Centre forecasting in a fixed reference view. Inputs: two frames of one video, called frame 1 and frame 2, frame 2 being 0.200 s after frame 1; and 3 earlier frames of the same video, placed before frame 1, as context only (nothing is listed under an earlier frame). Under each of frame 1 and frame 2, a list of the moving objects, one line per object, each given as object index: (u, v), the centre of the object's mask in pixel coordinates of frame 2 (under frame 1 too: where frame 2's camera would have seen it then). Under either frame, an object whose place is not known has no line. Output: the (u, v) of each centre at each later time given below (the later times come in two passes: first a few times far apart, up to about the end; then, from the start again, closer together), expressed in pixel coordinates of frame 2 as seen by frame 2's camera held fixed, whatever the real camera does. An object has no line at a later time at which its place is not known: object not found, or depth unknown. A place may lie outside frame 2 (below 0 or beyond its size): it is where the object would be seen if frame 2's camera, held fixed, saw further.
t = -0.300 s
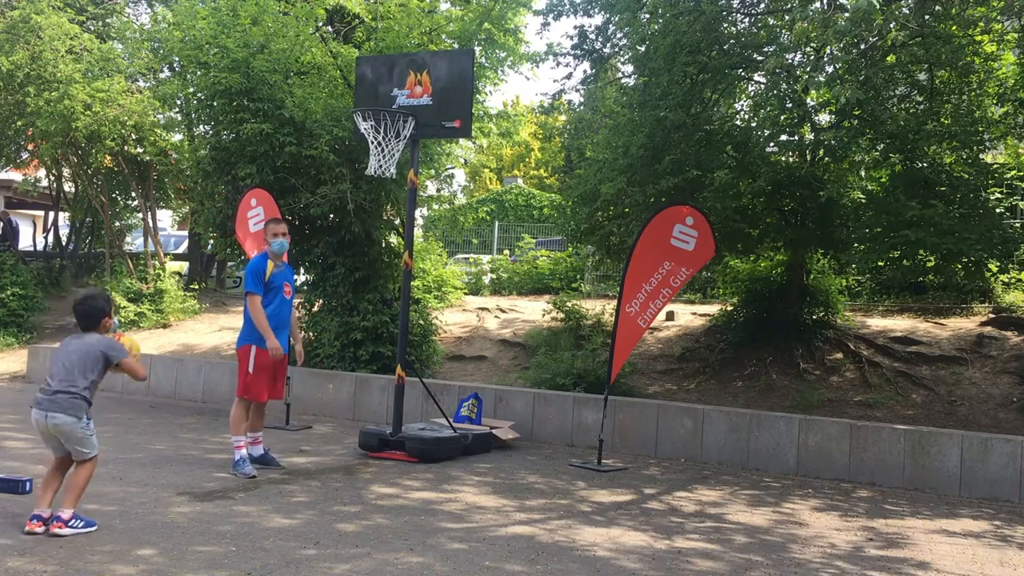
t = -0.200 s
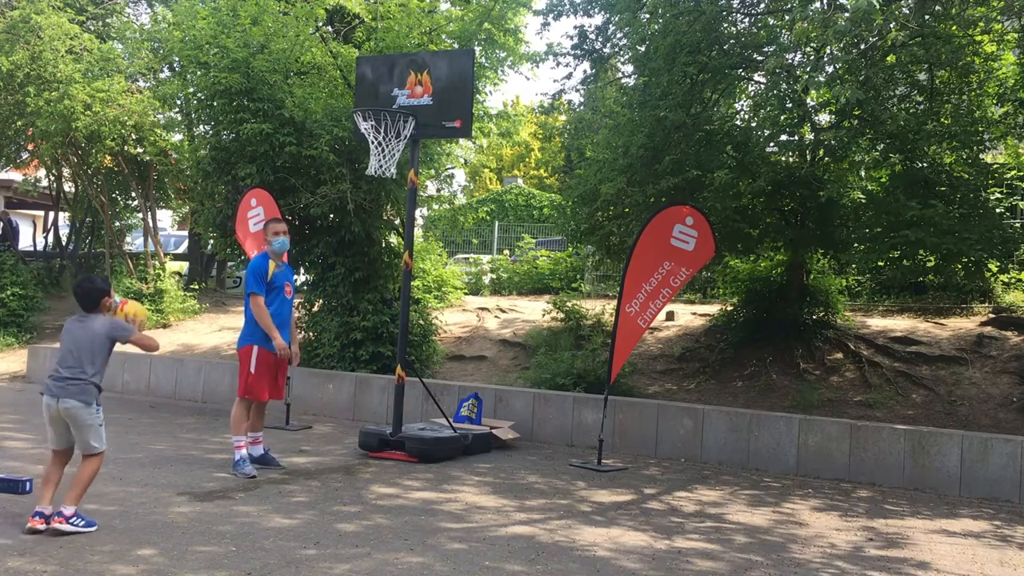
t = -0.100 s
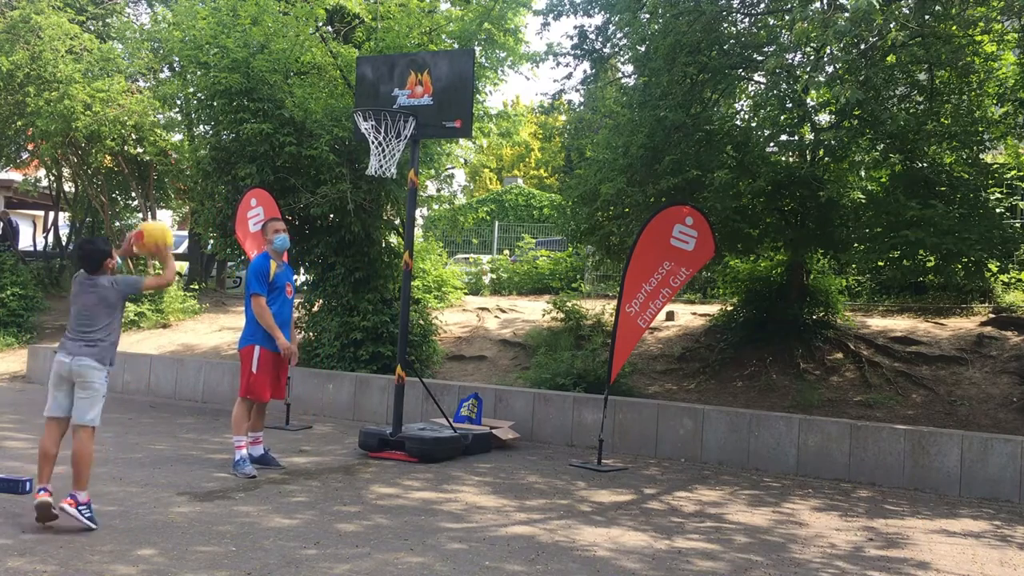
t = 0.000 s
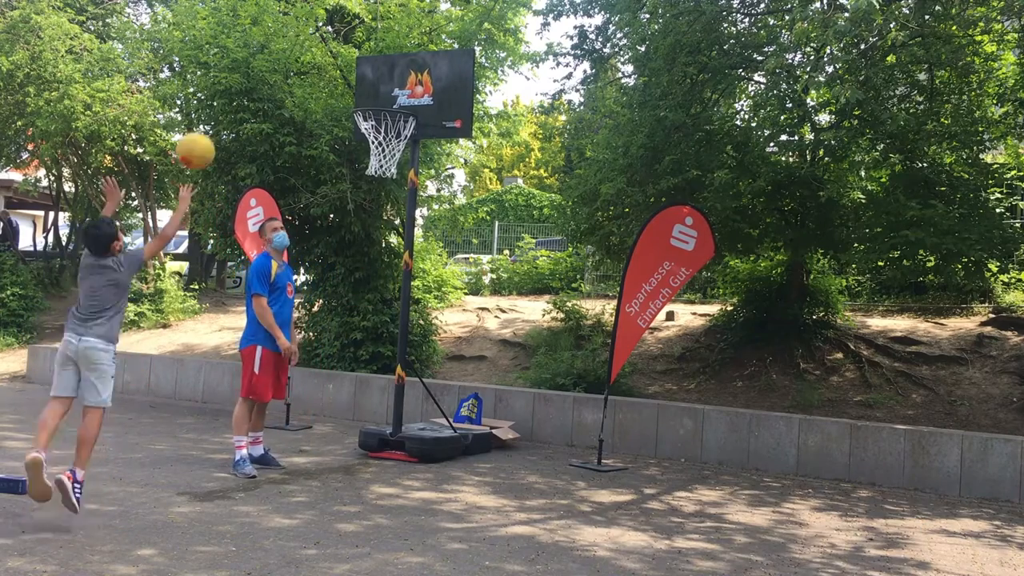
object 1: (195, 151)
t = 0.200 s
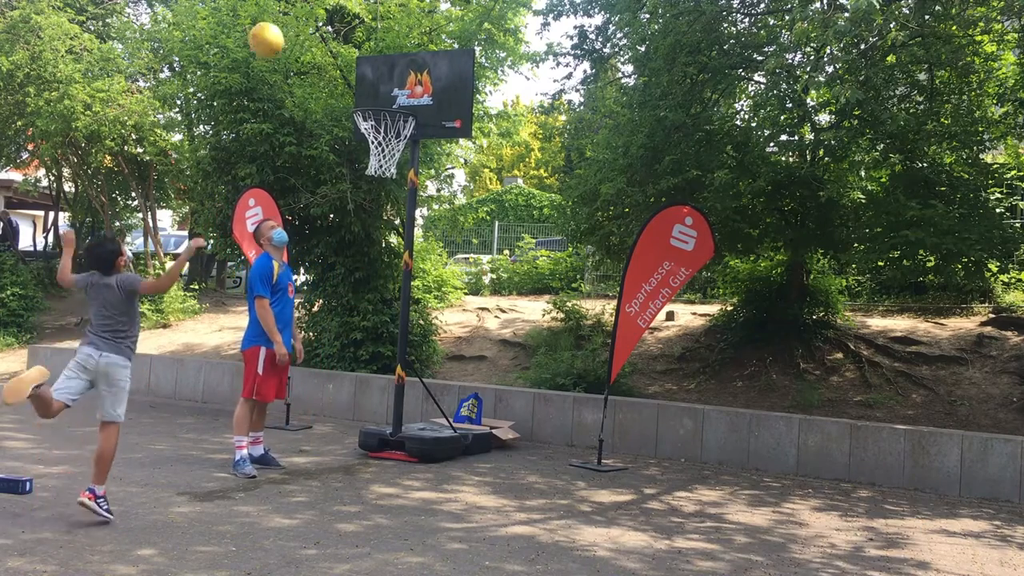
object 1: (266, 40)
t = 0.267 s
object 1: (286, 20)
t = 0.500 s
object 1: (348, 11)
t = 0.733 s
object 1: (395, 70)
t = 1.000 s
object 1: (427, 68)
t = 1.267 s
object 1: (449, 102)
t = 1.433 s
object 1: (447, 140)
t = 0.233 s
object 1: (276, 29)
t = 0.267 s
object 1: (286, 20)
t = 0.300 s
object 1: (296, 14)
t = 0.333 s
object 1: (306, 11)
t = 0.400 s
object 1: (322, 8)
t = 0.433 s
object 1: (331, 9)
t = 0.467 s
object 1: (340, 10)
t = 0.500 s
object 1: (348, 11)
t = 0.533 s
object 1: (355, 14)
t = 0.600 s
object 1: (369, 27)
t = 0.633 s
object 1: (376, 35)
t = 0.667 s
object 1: (383, 46)
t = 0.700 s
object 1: (389, 57)
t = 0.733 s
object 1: (395, 70)
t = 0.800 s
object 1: (406, 99)
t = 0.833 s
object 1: (409, 93)
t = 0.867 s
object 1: (413, 85)
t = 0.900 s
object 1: (417, 80)
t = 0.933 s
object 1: (420, 74)
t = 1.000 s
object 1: (427, 68)
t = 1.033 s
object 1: (430, 68)
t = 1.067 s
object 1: (433, 68)
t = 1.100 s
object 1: (436, 70)
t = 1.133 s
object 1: (439, 74)
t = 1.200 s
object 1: (444, 85)
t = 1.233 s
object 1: (446, 93)
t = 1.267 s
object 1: (449, 102)
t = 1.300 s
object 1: (450, 109)
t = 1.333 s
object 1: (449, 115)
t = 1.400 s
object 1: (448, 129)
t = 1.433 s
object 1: (447, 140)
